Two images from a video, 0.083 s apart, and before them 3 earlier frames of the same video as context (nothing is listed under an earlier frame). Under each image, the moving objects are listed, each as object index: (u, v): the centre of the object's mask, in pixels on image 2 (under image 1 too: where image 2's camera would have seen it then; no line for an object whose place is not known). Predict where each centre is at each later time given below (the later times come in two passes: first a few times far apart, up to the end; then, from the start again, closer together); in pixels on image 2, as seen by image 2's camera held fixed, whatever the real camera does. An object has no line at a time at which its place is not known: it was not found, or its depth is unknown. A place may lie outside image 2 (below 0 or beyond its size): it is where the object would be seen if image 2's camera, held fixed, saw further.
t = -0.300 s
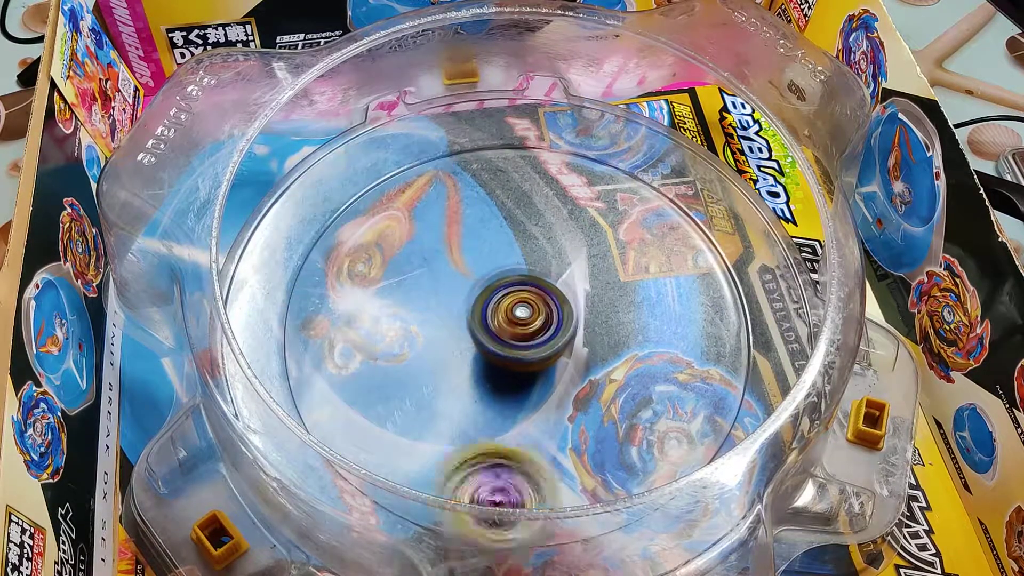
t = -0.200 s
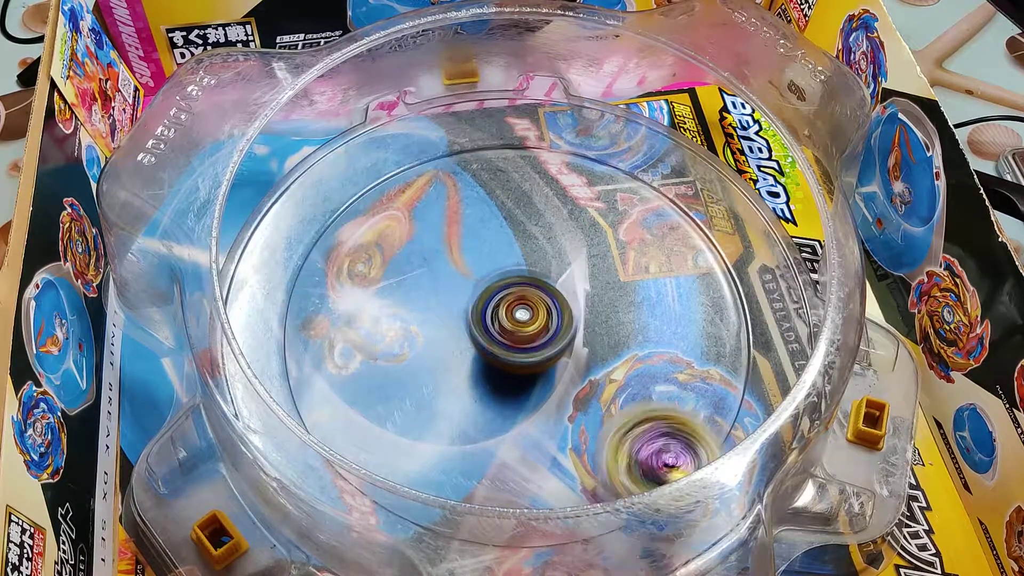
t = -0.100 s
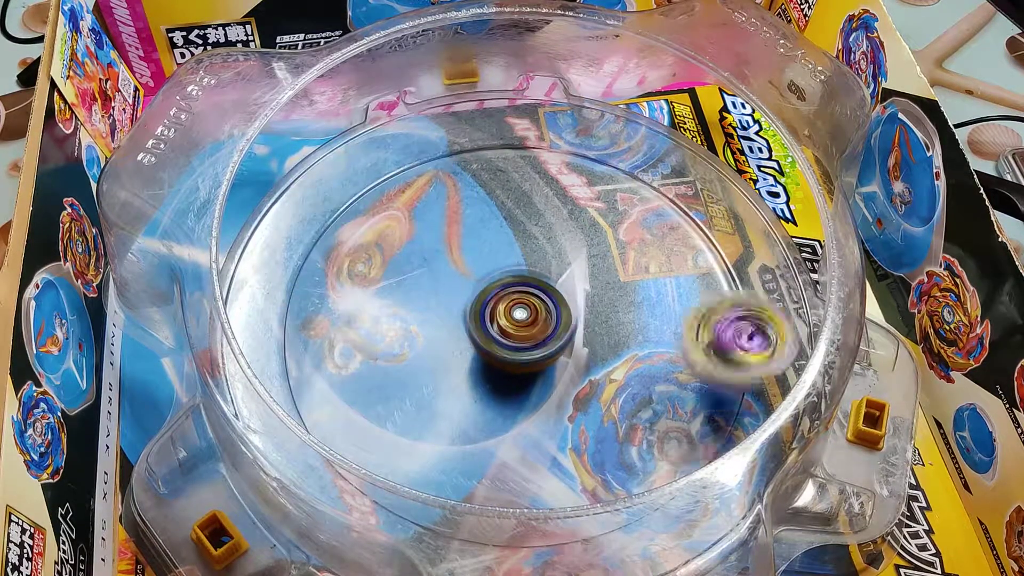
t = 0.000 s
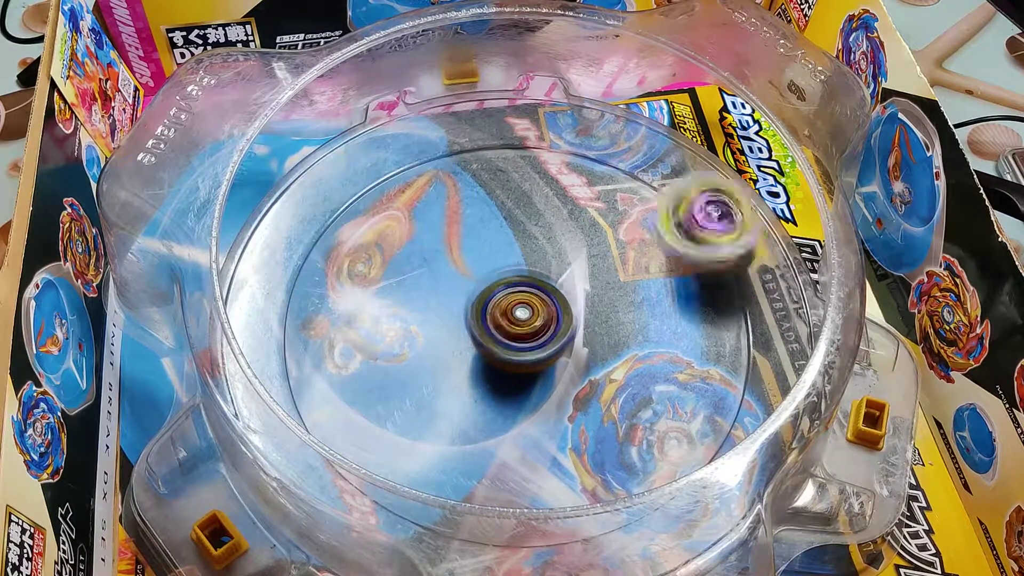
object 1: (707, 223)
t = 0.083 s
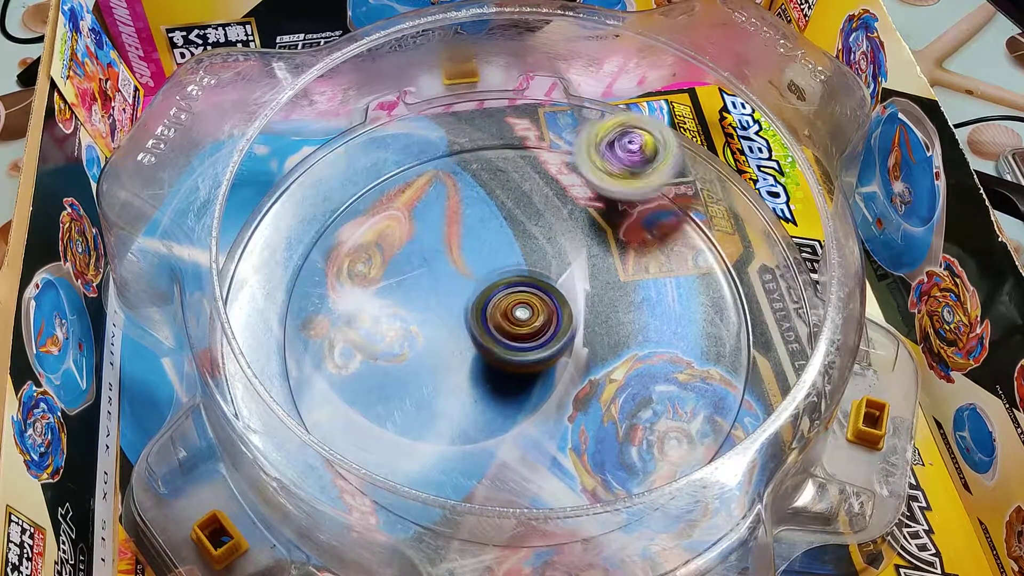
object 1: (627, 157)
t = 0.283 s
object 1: (389, 166)
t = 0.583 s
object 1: (475, 488)
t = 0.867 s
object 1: (730, 263)
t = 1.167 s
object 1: (421, 151)
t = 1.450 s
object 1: (404, 448)
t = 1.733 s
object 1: (741, 336)
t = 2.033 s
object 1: (486, 138)
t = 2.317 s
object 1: (336, 394)
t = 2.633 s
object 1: (727, 382)
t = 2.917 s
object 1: (562, 136)
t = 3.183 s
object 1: (309, 285)
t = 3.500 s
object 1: (630, 457)
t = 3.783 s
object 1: (678, 190)
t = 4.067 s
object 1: (369, 198)
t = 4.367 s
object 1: (469, 487)
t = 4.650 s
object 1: (730, 304)
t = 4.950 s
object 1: (462, 146)
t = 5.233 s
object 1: (342, 391)
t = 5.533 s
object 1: (697, 408)
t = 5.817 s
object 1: (600, 160)
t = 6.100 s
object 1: (331, 284)
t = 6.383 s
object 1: (566, 470)
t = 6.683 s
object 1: (685, 233)
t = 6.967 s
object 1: (405, 183)
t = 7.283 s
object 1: (451, 454)
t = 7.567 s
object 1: (713, 322)
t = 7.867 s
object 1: (494, 159)
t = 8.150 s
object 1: (352, 369)
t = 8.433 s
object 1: (650, 427)
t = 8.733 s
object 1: (603, 185)
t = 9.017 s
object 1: (359, 254)
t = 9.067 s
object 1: (347, 305)
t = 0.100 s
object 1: (608, 147)
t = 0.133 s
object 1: (568, 137)
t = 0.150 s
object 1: (548, 133)
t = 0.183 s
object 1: (506, 131)
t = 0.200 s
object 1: (487, 131)
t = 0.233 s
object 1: (444, 139)
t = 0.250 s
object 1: (427, 146)
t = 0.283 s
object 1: (389, 166)
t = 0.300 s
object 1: (373, 177)
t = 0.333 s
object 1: (342, 208)
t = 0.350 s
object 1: (330, 227)
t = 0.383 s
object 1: (315, 268)
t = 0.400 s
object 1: (312, 290)
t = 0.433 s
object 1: (313, 336)
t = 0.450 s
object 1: (318, 359)
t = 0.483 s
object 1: (342, 398)
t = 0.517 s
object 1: (375, 439)
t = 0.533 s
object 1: (398, 456)
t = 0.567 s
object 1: (444, 482)
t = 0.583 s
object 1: (475, 488)
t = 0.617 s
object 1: (533, 496)
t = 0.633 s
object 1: (561, 494)
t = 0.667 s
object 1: (608, 469)
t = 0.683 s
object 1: (634, 457)
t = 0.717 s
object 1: (675, 436)
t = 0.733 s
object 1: (692, 421)
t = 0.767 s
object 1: (724, 387)
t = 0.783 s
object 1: (731, 366)
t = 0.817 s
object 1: (739, 323)
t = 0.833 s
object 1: (738, 303)
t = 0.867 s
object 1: (730, 263)
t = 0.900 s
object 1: (712, 229)
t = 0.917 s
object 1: (699, 210)
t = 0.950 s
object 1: (670, 183)
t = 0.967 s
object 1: (654, 171)
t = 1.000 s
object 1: (618, 151)
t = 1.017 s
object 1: (599, 145)
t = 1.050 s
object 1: (561, 134)
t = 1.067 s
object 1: (538, 132)
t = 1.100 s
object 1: (499, 131)
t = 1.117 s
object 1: (478, 133)
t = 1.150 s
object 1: (441, 142)
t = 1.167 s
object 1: (421, 151)
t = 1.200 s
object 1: (384, 172)
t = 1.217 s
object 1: (367, 186)
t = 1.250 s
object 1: (340, 216)
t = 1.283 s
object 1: (321, 256)
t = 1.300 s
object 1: (316, 274)
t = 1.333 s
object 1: (312, 319)
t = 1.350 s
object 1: (316, 339)
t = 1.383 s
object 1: (330, 384)
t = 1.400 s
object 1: (346, 401)
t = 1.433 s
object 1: (378, 441)
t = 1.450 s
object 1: (404, 448)
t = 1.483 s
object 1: (446, 480)
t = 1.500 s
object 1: (475, 487)
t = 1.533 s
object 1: (532, 495)
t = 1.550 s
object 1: (562, 488)
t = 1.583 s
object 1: (608, 479)
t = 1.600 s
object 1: (628, 460)
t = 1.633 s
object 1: (672, 439)
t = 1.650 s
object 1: (689, 425)
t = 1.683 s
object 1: (719, 396)
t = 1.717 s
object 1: (735, 355)
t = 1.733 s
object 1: (741, 336)
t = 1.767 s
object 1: (735, 297)
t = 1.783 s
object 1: (732, 275)
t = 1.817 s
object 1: (716, 240)
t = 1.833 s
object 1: (708, 224)
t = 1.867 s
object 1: (681, 195)
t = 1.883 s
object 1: (663, 180)
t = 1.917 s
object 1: (629, 159)
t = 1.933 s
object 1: (611, 151)
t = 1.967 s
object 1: (571, 138)
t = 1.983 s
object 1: (548, 136)
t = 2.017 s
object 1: (505, 135)
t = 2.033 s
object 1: (486, 138)
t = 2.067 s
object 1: (444, 147)
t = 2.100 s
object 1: (405, 161)
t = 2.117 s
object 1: (389, 175)
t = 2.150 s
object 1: (356, 200)
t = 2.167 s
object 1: (343, 218)
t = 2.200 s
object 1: (323, 253)
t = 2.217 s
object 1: (316, 274)
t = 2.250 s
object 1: (309, 315)
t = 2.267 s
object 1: (311, 336)
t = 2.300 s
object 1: (323, 377)
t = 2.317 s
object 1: (336, 394)
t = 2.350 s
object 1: (364, 436)
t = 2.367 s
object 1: (383, 451)
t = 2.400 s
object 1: (426, 478)
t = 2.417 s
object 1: (452, 488)
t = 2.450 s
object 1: (505, 496)
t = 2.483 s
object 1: (558, 495)
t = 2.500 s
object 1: (587, 490)
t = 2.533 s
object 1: (625, 461)
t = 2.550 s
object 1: (646, 453)
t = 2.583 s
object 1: (682, 430)
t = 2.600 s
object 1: (702, 413)
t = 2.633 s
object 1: (727, 382)
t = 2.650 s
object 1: (734, 362)
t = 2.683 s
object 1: (739, 322)
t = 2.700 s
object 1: (736, 303)
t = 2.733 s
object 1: (730, 265)
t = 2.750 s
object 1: (721, 248)
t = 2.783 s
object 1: (700, 216)
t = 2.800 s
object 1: (688, 199)
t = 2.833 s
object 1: (656, 174)
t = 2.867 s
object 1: (620, 155)
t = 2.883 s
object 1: (600, 145)
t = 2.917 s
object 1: (562, 136)
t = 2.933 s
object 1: (540, 133)
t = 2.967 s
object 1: (497, 131)
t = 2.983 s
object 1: (478, 135)
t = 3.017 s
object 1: (439, 143)
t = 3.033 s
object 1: (422, 150)
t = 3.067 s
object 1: (386, 170)
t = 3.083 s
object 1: (369, 181)
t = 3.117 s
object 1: (341, 209)
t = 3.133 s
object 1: (328, 227)
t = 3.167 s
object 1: (313, 263)
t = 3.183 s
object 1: (309, 285)
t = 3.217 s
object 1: (308, 325)
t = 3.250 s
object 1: (318, 365)
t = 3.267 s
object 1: (327, 384)
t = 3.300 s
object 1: (358, 419)
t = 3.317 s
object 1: (371, 439)
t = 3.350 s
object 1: (417, 468)
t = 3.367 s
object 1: (433, 477)
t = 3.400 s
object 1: (487, 489)
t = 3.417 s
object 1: (513, 491)
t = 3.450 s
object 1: (566, 489)
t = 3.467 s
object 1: (591, 485)
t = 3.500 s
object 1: (630, 457)
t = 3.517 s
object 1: (652, 447)
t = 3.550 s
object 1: (689, 422)
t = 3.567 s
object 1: (703, 411)
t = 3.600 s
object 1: (729, 378)
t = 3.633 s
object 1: (741, 341)
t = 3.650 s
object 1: (741, 322)
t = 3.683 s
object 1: (736, 285)
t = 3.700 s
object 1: (732, 267)
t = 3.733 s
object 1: (714, 234)
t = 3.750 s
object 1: (703, 216)
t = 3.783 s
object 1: (678, 190)
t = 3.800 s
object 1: (661, 178)
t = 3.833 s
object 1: (629, 159)
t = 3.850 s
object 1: (611, 151)
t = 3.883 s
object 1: (574, 141)
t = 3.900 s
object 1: (553, 137)
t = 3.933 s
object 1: (513, 136)
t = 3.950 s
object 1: (492, 138)
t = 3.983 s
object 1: (452, 145)
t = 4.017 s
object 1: (416, 159)
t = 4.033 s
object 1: (400, 171)
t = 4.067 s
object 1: (369, 198)
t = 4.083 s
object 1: (354, 211)
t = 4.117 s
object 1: (333, 243)
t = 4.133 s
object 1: (325, 260)
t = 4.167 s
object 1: (316, 298)
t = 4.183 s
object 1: (316, 321)
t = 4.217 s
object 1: (321, 357)
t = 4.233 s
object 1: (329, 376)
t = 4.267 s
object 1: (353, 410)
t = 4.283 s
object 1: (370, 424)
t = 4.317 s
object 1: (404, 450)
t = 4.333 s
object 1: (425, 470)
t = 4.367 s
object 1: (469, 487)
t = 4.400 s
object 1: (520, 491)
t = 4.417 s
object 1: (546, 491)
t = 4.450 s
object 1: (589, 471)
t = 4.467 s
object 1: (612, 463)
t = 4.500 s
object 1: (649, 448)
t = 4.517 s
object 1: (667, 437)
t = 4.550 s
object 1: (699, 412)
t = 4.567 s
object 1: (712, 397)
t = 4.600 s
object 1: (728, 359)
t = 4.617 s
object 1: (729, 340)
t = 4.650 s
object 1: (730, 304)
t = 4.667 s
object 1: (727, 287)
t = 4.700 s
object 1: (711, 251)
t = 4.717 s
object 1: (705, 235)
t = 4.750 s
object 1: (678, 207)
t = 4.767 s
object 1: (663, 194)
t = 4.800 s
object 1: (631, 172)
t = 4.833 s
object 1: (597, 155)
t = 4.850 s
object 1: (579, 152)
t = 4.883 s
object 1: (538, 143)
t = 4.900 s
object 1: (522, 142)
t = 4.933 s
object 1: (483, 144)
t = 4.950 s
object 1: (462, 146)
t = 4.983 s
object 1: (427, 158)
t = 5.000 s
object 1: (410, 165)
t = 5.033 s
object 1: (378, 188)
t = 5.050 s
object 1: (361, 199)
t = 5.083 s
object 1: (341, 227)
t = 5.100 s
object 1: (333, 247)
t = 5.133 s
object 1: (319, 280)
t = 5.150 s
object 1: (319, 297)
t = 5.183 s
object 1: (319, 337)
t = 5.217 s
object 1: (332, 375)
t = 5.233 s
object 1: (342, 391)
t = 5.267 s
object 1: (374, 422)
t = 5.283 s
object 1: (392, 437)
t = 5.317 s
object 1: (431, 454)
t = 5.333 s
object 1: (453, 462)
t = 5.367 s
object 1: (498, 471)
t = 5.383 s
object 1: (521, 472)
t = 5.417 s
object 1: (568, 468)
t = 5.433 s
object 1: (589, 464)
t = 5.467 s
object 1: (631, 452)
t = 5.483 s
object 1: (650, 443)
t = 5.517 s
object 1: (684, 416)
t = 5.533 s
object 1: (697, 408)
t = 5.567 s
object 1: (717, 372)
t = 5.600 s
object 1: (727, 338)
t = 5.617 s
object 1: (727, 318)
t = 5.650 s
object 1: (725, 284)
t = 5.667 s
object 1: (719, 268)
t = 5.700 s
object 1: (700, 235)
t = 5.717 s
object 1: (694, 222)
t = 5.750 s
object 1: (666, 195)
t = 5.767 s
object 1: (650, 182)
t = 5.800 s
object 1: (619, 165)
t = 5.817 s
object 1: (600, 160)
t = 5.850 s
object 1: (565, 149)
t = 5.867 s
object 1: (546, 146)
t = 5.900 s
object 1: (509, 145)
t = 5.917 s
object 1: (490, 150)
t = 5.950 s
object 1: (453, 156)
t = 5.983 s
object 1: (419, 171)
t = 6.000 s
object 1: (401, 181)
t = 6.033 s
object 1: (375, 203)
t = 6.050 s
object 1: (362, 218)
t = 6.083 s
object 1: (336, 265)
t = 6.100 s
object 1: (331, 284)
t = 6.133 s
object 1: (328, 320)
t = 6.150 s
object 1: (330, 337)
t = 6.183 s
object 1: (340, 374)
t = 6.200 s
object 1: (350, 393)
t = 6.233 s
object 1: (378, 423)
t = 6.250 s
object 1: (395, 435)
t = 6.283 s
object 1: (433, 454)
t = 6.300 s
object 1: (453, 462)
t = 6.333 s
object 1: (498, 470)
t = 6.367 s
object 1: (542, 472)
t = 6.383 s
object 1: (566, 470)
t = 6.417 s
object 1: (604, 460)
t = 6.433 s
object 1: (625, 452)
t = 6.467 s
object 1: (663, 432)
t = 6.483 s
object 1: (675, 426)
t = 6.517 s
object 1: (700, 393)
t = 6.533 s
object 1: (710, 375)
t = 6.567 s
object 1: (717, 342)
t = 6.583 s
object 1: (718, 327)
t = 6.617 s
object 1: (715, 293)
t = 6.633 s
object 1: (709, 274)
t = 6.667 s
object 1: (698, 243)
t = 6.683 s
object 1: (685, 233)
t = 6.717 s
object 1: (658, 205)
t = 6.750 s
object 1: (630, 185)
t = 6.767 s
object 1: (612, 174)
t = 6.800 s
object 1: (580, 161)
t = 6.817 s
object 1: (560, 158)
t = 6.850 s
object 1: (522, 153)
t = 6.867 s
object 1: (505, 152)
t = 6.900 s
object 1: (471, 157)
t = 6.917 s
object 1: (451, 160)
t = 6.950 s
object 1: (418, 175)
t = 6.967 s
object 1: (405, 183)
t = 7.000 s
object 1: (373, 205)
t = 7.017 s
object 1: (363, 219)
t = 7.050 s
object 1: (343, 247)
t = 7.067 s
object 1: (336, 262)
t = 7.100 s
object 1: (329, 297)
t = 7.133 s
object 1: (332, 332)
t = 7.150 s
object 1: (335, 351)
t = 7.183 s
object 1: (350, 384)
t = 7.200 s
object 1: (363, 401)
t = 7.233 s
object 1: (391, 428)
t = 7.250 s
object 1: (411, 438)
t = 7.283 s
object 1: (451, 454)
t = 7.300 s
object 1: (473, 460)
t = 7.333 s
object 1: (517, 464)
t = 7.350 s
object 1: (538, 465)
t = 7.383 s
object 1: (581, 460)
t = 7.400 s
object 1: (604, 453)
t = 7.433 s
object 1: (636, 438)
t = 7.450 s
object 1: (655, 428)
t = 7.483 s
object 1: (683, 402)
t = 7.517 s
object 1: (701, 369)
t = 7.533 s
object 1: (707, 353)
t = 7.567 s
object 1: (713, 322)
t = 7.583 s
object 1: (712, 306)
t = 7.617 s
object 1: (706, 274)
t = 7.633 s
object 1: (699, 257)
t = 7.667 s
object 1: (682, 230)
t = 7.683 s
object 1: (673, 218)
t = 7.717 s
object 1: (647, 196)
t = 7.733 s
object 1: (630, 186)
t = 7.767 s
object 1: (598, 173)
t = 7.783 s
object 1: (583, 165)
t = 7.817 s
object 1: (549, 159)
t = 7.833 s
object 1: (529, 159)
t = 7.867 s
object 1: (494, 159)
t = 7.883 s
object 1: (479, 162)
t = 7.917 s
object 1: (445, 174)
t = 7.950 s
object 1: (414, 189)
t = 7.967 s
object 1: (401, 201)
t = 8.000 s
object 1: (374, 225)
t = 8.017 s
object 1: (364, 237)
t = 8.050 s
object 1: (350, 269)
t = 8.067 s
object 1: (344, 289)
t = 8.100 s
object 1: (343, 321)
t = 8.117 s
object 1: (343, 338)
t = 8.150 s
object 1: (352, 369)
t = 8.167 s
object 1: (364, 389)
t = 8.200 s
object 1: (385, 418)
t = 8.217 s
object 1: (402, 429)
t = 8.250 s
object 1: (437, 449)
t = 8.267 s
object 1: (455, 455)
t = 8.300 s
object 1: (498, 463)
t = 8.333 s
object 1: (540, 464)
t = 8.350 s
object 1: (563, 463)
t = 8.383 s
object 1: (603, 453)
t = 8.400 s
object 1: (619, 446)
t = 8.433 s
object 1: (650, 427)
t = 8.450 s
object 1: (663, 419)
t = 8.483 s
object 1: (685, 392)
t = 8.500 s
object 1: (691, 372)
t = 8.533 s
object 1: (700, 341)
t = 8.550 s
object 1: (702, 323)
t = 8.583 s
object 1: (698, 292)
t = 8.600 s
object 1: (693, 278)
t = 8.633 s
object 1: (677, 250)
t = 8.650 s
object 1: (665, 234)
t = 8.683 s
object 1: (644, 211)
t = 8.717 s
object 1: (615, 194)
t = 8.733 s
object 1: (603, 185)
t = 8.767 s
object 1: (571, 172)
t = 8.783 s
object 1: (553, 169)
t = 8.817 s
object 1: (520, 166)
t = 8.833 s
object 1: (502, 164)
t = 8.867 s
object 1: (471, 169)
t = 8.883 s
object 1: (455, 175)
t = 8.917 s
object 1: (424, 188)
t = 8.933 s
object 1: (409, 197)
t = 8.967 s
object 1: (384, 218)
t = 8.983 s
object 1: (373, 231)
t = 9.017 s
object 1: (359, 254)
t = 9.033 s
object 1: (352, 272)
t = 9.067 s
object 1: (347, 305)
